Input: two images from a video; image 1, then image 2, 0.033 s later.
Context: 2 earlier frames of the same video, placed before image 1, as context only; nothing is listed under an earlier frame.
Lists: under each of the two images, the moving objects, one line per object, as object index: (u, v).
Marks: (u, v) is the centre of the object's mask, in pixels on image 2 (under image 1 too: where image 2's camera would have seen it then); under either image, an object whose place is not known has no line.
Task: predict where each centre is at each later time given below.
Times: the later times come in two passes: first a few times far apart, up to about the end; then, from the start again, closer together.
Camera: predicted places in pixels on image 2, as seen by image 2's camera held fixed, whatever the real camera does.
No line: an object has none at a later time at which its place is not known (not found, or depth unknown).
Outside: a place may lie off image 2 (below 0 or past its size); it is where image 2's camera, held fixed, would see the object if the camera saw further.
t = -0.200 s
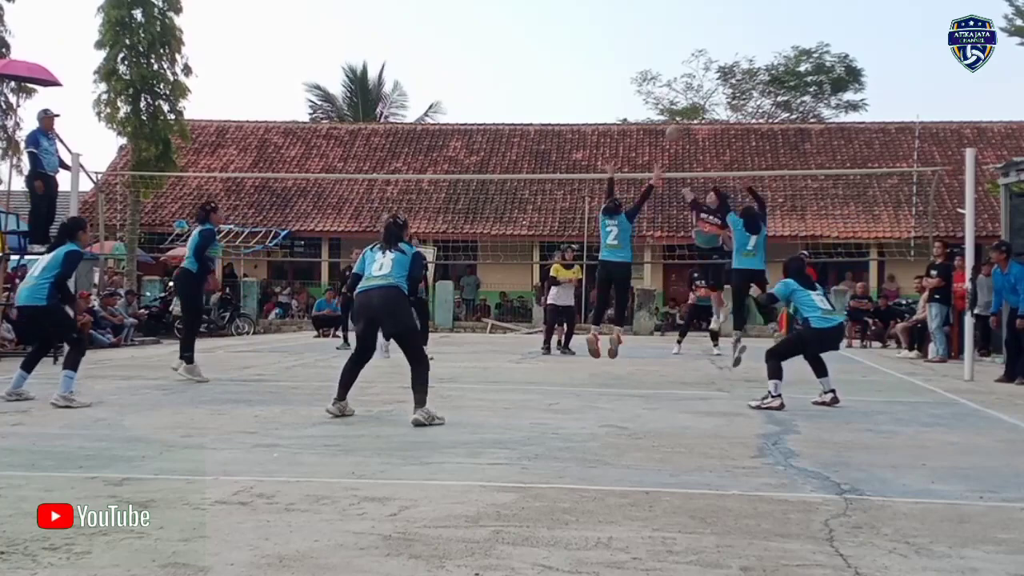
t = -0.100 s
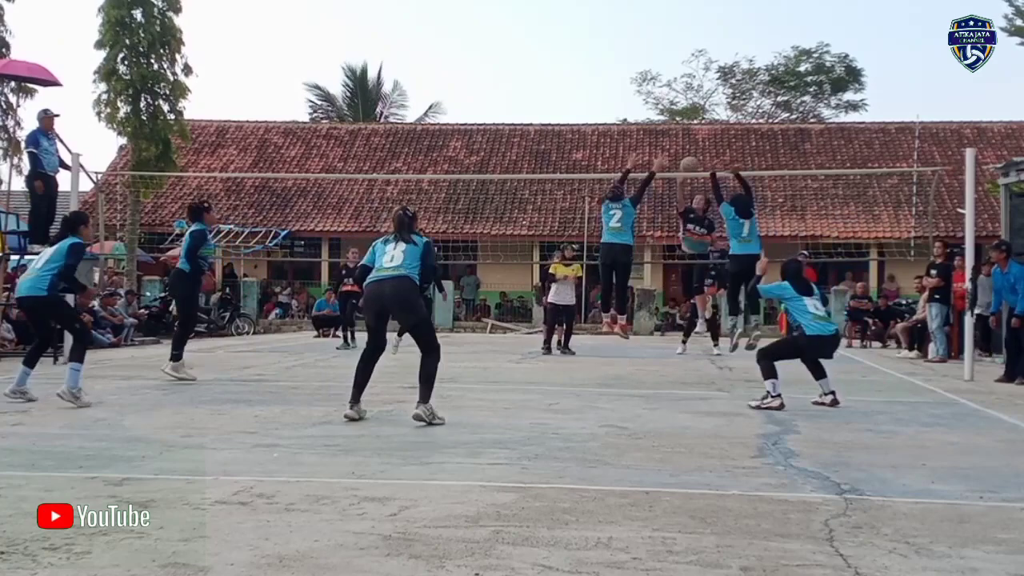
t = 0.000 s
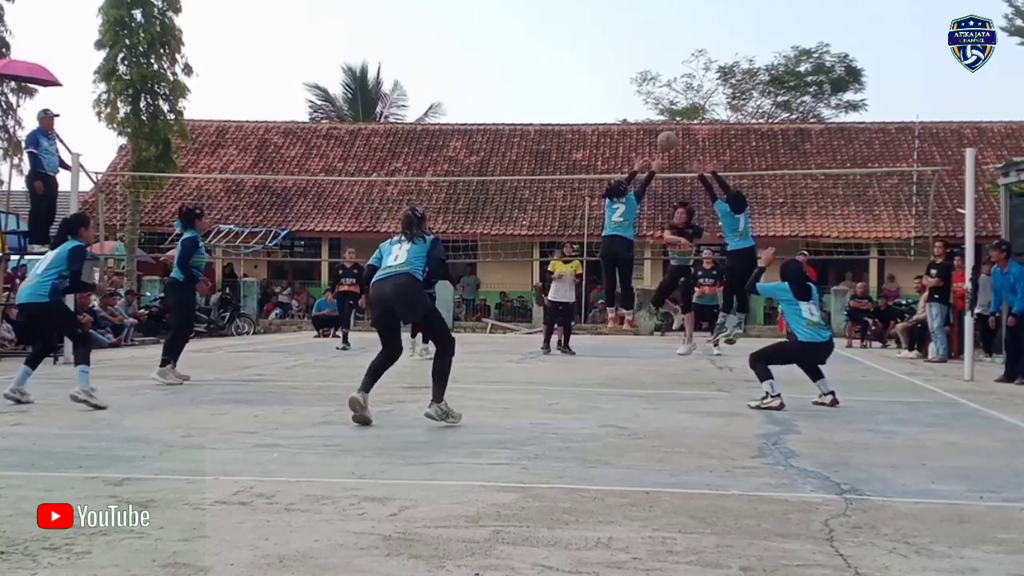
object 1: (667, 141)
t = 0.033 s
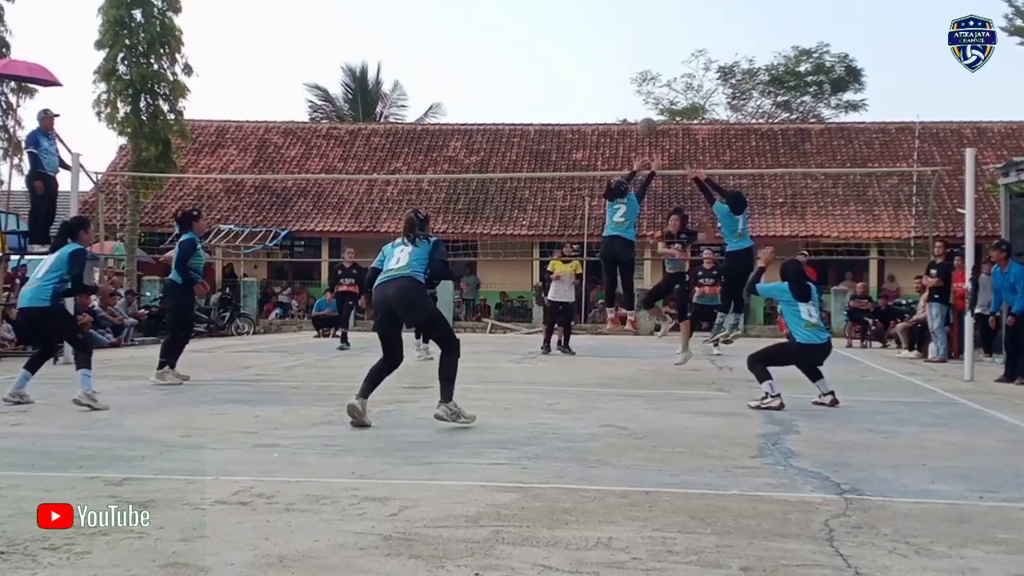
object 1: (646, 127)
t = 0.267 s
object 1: (502, 59)
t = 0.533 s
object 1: (322, 44)
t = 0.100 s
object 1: (607, 103)
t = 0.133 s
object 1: (586, 92)
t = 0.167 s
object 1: (565, 82)
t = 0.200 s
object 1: (545, 73)
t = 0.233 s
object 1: (524, 66)
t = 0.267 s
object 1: (502, 59)
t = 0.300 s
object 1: (481, 53)
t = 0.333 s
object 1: (459, 49)
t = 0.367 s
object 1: (437, 45)
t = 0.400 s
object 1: (415, 43)
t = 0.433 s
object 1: (392, 41)
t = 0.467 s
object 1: (369, 41)
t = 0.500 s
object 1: (345, 42)
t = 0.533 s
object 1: (322, 44)
